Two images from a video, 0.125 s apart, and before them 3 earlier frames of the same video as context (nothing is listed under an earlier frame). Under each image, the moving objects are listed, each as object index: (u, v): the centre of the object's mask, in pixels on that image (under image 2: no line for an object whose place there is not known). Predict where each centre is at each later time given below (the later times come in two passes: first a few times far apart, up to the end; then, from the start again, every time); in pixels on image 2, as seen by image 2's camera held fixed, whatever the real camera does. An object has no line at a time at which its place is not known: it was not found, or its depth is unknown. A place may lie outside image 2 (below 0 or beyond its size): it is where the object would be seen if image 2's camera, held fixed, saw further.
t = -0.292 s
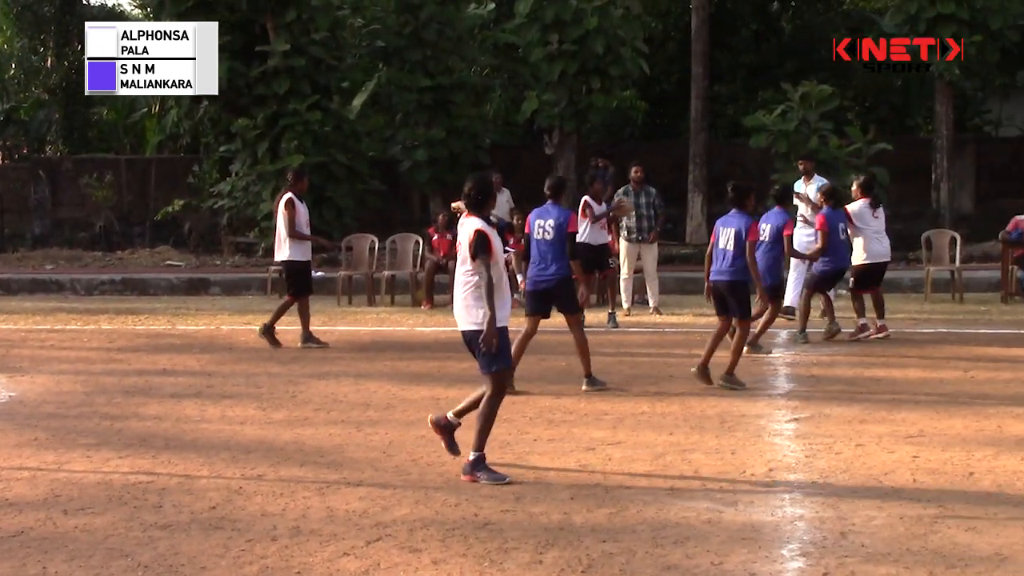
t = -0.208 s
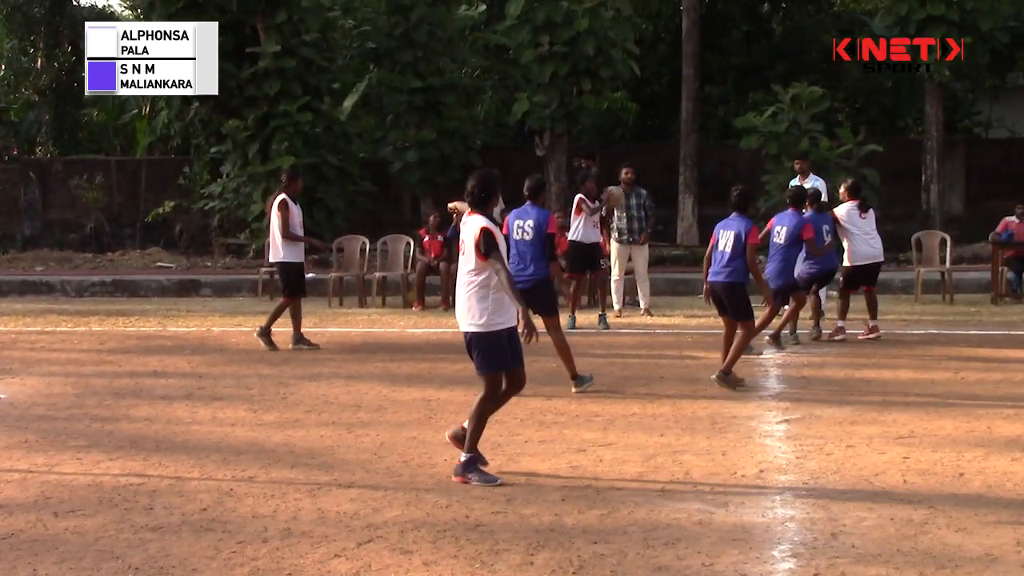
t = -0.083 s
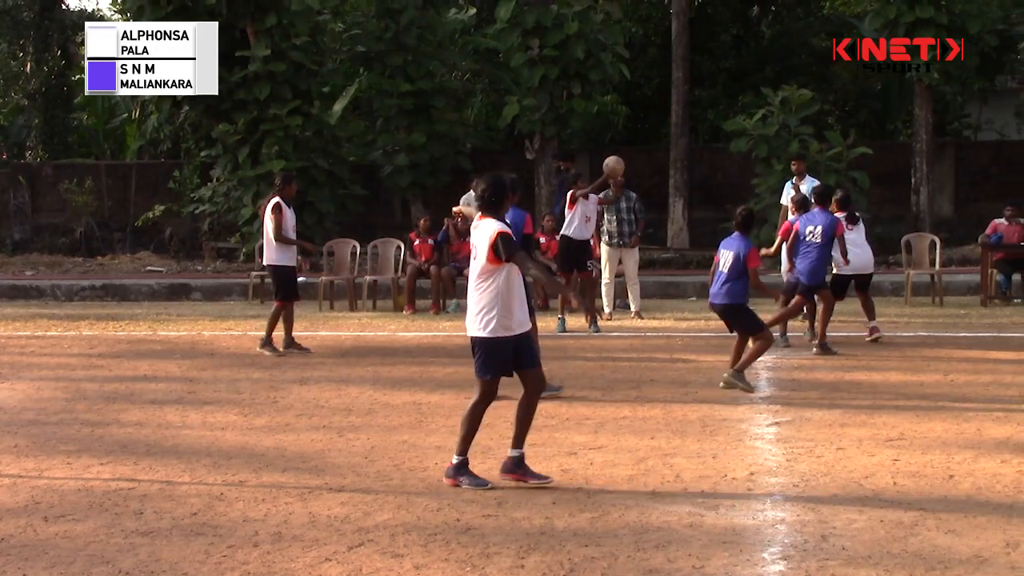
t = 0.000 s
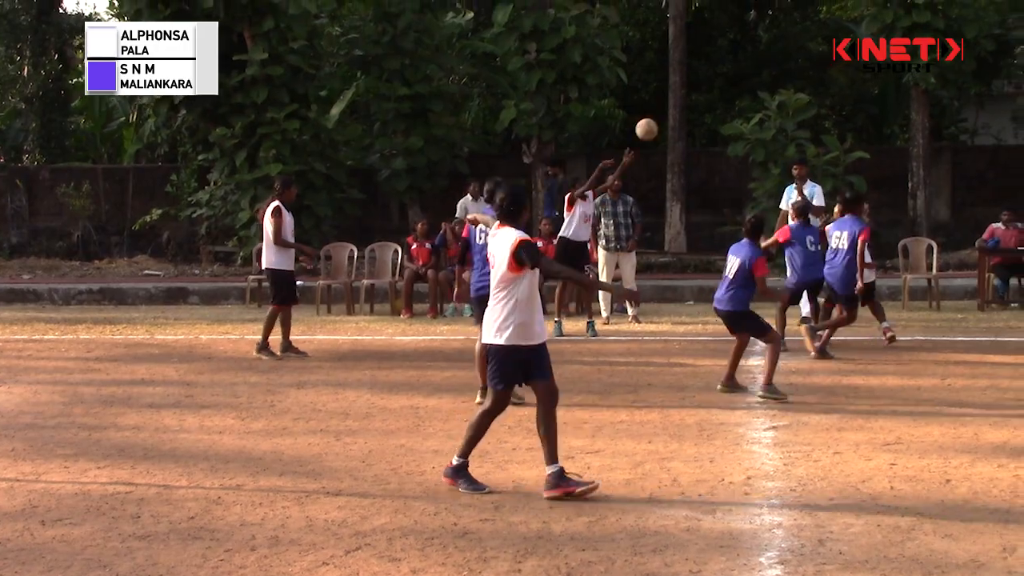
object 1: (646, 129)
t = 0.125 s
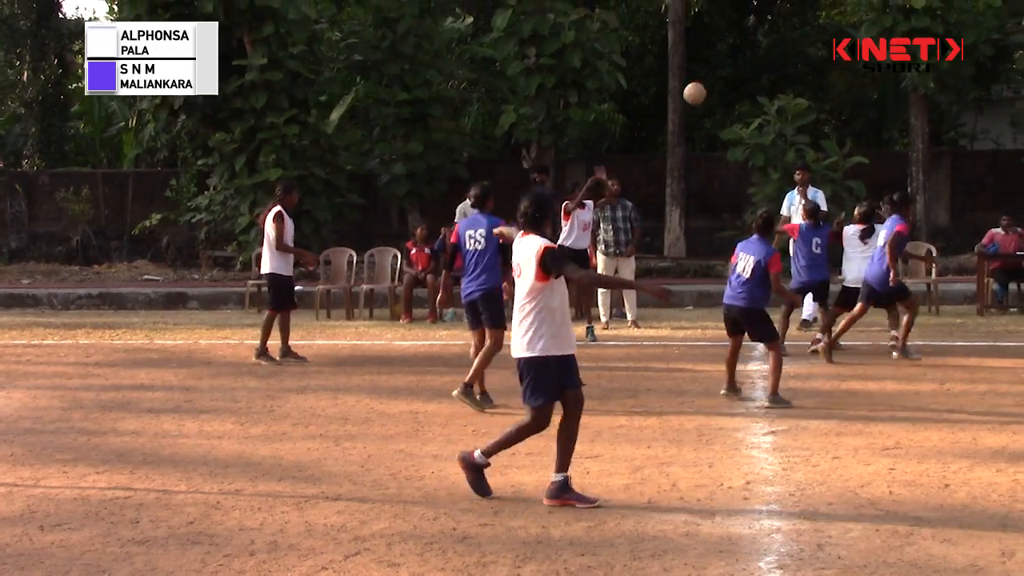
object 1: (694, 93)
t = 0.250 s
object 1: (743, 65)
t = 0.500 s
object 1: (853, 53)
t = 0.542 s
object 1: (870, 57)
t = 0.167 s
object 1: (710, 82)
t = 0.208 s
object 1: (727, 73)
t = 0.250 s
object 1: (743, 65)
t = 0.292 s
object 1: (760, 59)
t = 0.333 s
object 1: (776, 54)
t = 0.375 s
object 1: (793, 51)
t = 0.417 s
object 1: (810, 50)
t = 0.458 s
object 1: (827, 50)
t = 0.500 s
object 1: (853, 53)
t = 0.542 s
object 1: (870, 57)
